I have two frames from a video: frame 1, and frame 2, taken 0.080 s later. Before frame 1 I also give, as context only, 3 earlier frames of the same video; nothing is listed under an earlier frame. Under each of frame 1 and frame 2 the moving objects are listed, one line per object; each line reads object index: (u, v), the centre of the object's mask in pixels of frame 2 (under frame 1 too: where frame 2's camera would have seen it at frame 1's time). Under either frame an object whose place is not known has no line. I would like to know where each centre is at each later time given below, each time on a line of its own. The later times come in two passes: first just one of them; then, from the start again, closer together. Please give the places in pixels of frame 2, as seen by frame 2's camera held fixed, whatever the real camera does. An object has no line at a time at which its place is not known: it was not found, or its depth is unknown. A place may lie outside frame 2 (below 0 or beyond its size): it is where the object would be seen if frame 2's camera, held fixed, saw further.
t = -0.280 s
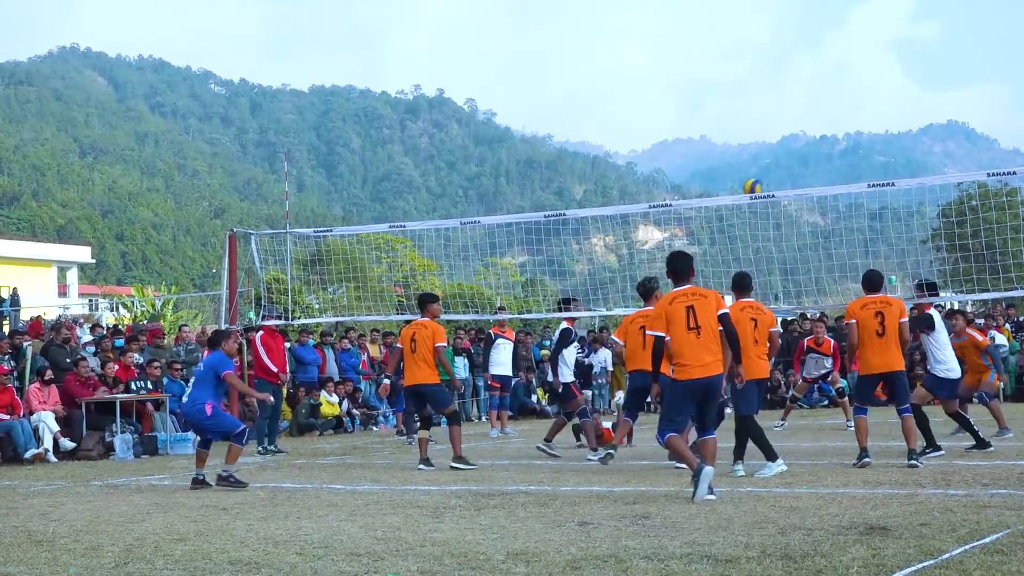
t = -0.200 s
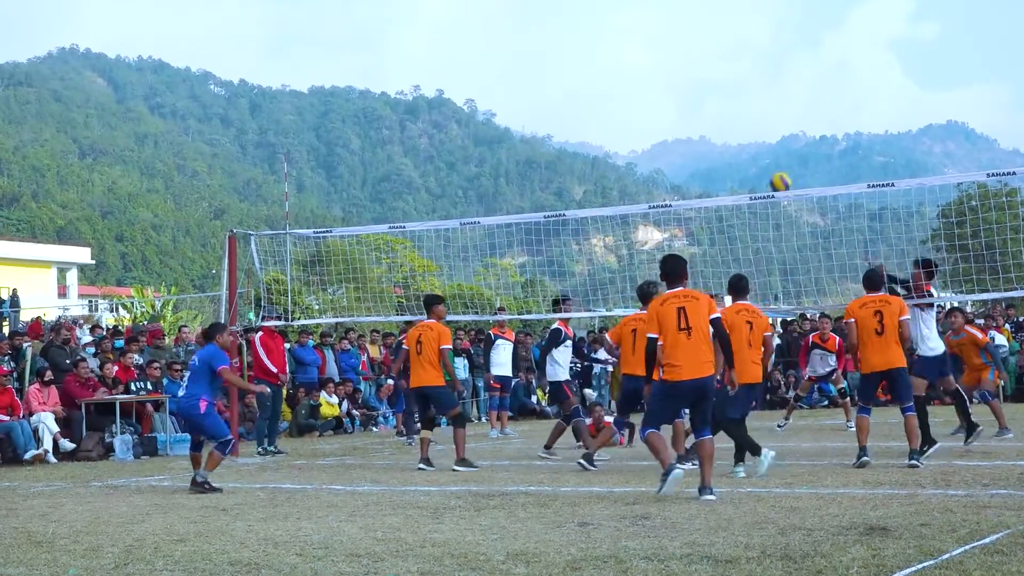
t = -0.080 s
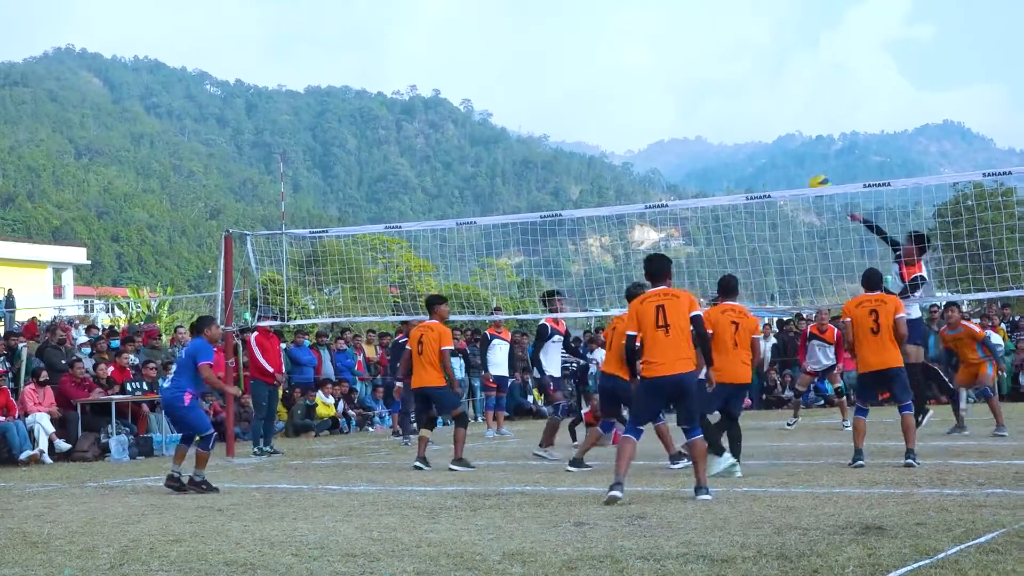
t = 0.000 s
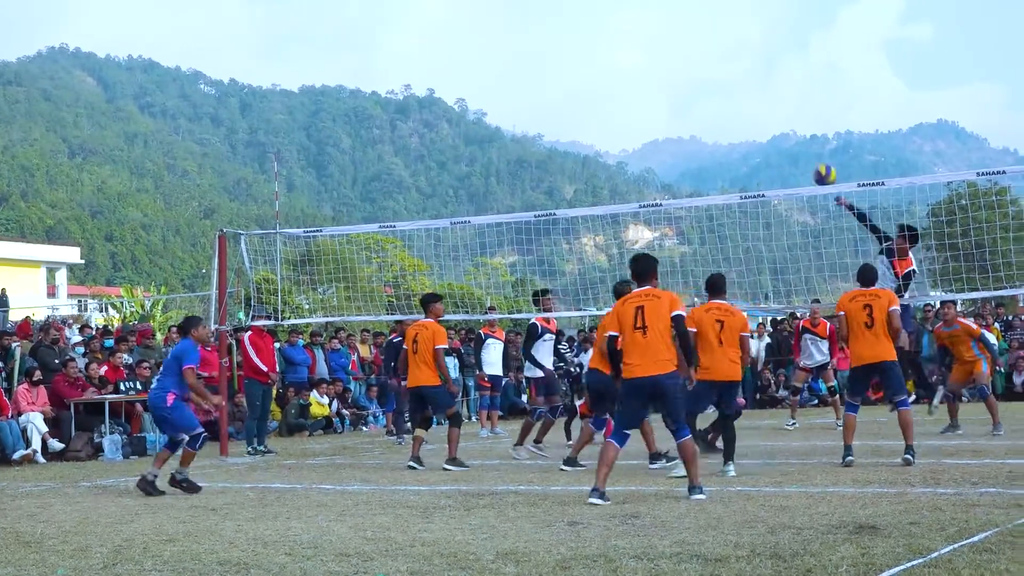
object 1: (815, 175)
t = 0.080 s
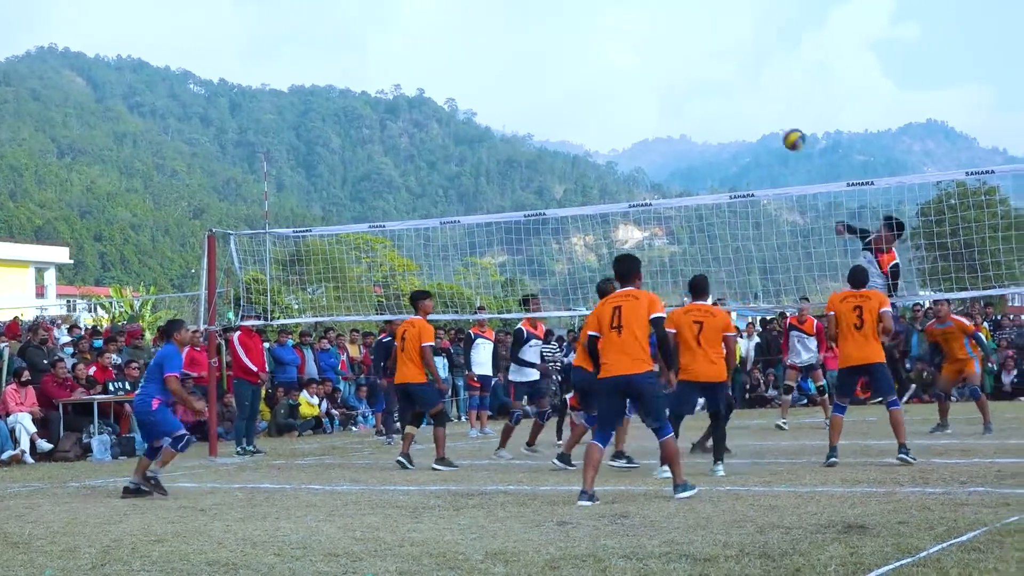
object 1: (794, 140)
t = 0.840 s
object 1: (598, 128)
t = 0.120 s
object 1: (783, 124)
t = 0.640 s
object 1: (647, 67)
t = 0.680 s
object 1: (637, 75)
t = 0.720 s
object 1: (628, 86)
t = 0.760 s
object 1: (619, 98)
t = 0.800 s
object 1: (609, 112)
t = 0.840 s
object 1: (598, 128)
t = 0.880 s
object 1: (589, 146)
